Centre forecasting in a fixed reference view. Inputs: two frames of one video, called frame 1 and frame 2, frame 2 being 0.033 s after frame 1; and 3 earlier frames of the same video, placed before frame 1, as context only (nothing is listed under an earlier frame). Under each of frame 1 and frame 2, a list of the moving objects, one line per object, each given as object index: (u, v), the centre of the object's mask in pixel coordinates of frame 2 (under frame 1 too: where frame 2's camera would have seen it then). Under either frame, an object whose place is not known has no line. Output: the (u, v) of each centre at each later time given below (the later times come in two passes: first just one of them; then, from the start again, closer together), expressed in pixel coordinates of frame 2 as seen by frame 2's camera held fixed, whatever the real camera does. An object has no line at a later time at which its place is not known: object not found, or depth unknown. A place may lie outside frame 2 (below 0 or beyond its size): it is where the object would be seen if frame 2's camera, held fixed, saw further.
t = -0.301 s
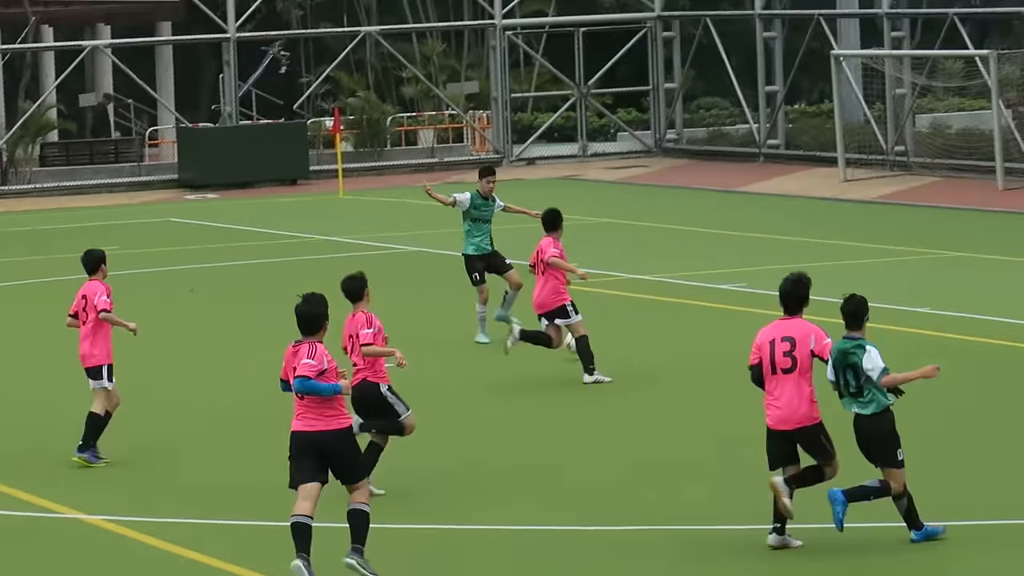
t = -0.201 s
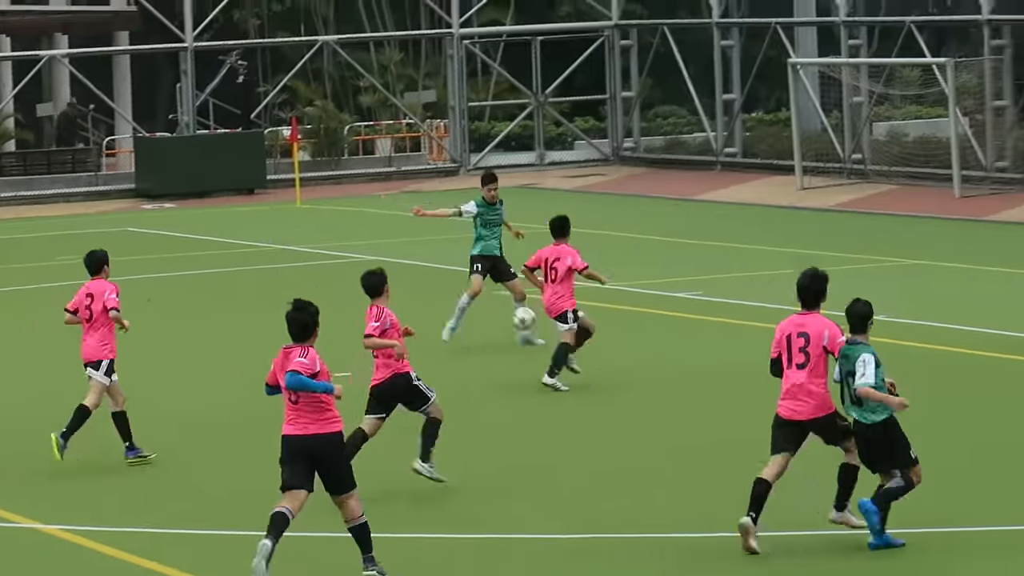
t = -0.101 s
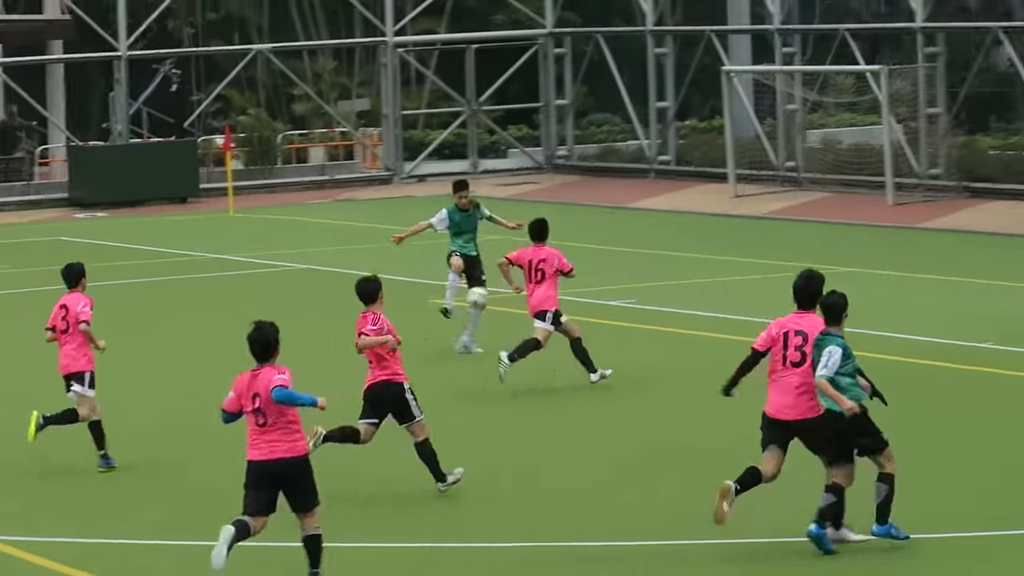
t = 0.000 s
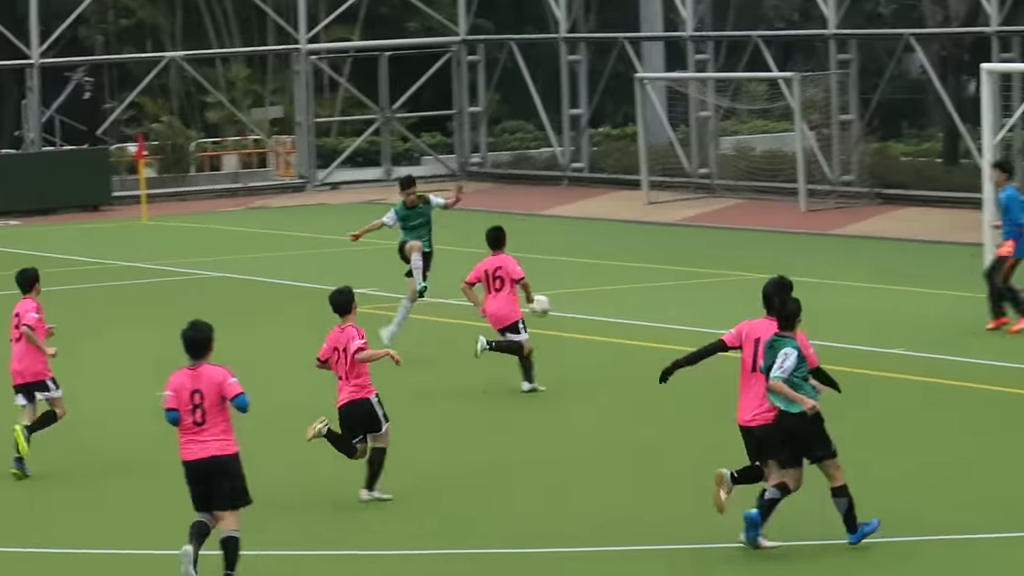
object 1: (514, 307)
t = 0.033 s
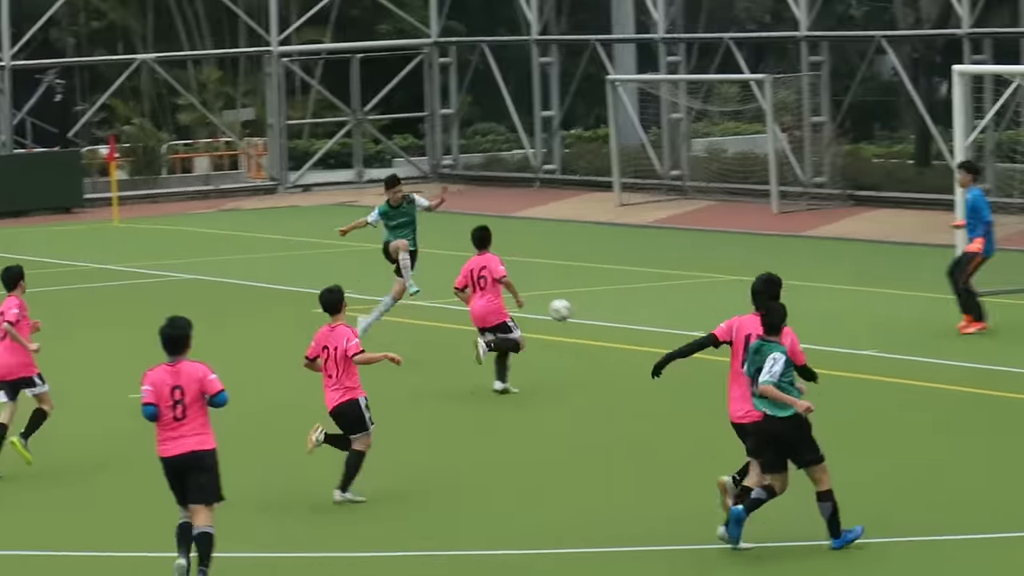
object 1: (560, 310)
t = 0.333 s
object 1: (945, 305)
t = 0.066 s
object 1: (606, 313)
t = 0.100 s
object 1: (651, 319)
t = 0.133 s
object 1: (697, 325)
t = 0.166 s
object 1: (742, 334)
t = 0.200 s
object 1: (782, 331)
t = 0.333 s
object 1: (945, 305)
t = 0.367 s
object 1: (984, 300)
